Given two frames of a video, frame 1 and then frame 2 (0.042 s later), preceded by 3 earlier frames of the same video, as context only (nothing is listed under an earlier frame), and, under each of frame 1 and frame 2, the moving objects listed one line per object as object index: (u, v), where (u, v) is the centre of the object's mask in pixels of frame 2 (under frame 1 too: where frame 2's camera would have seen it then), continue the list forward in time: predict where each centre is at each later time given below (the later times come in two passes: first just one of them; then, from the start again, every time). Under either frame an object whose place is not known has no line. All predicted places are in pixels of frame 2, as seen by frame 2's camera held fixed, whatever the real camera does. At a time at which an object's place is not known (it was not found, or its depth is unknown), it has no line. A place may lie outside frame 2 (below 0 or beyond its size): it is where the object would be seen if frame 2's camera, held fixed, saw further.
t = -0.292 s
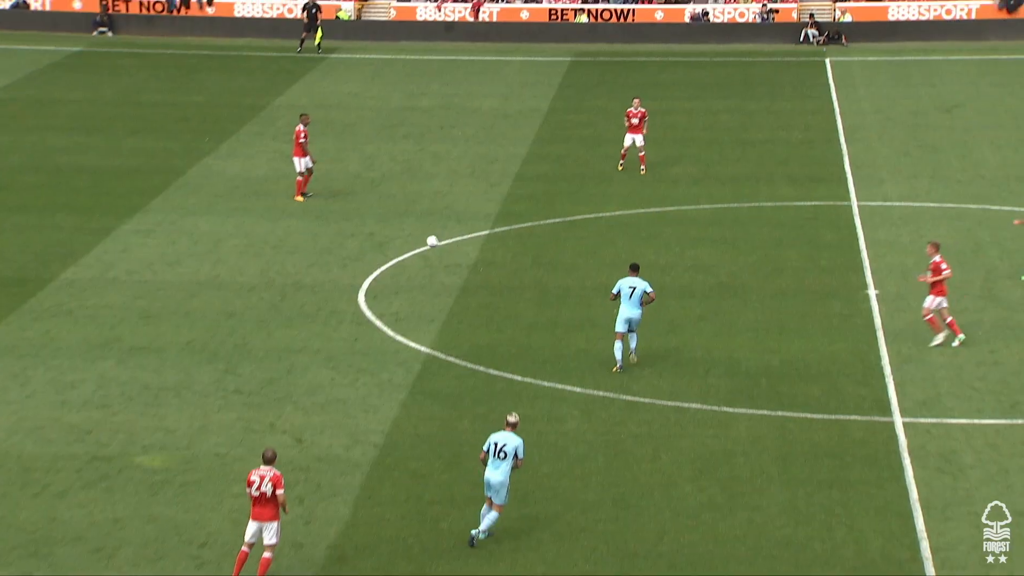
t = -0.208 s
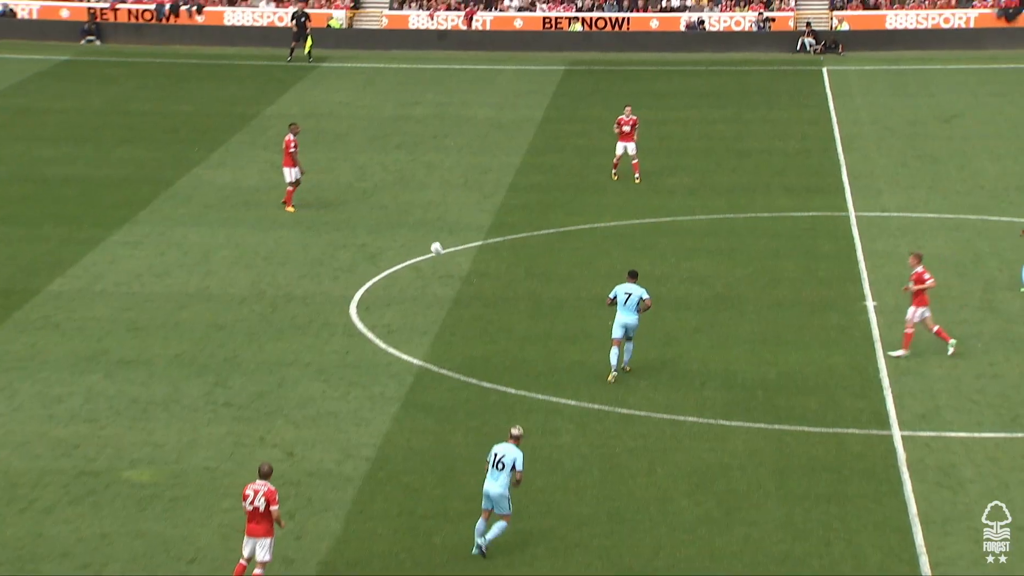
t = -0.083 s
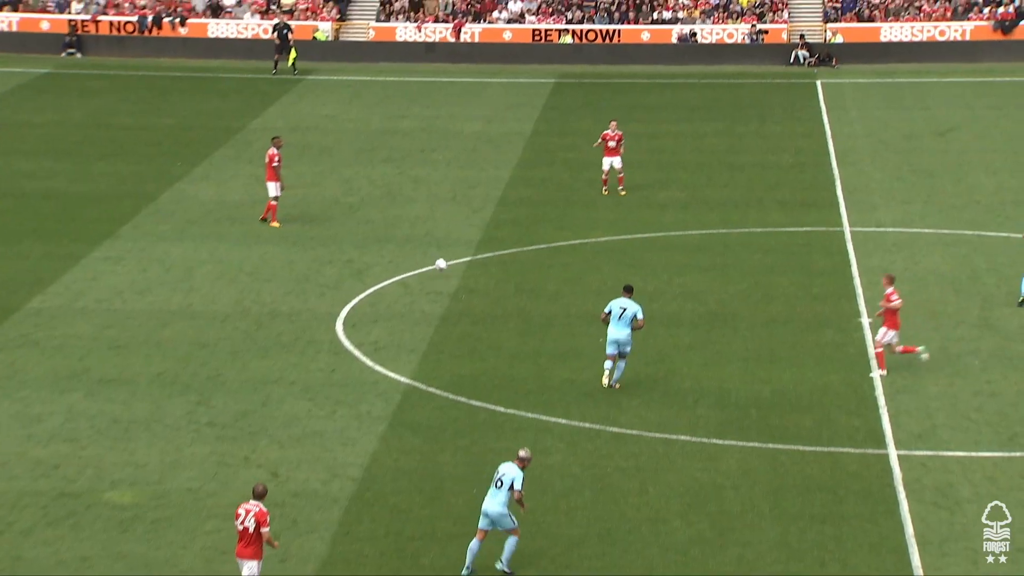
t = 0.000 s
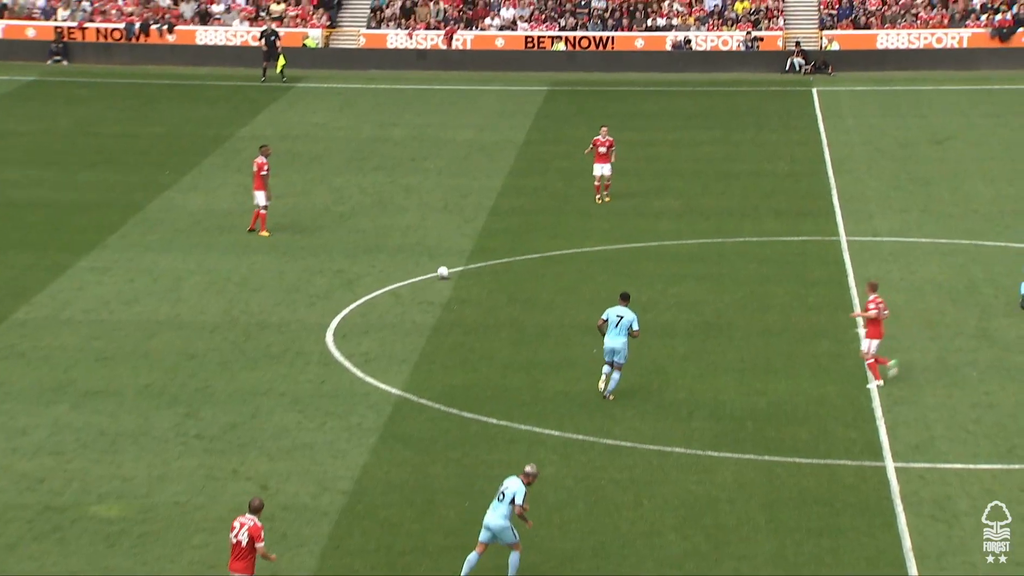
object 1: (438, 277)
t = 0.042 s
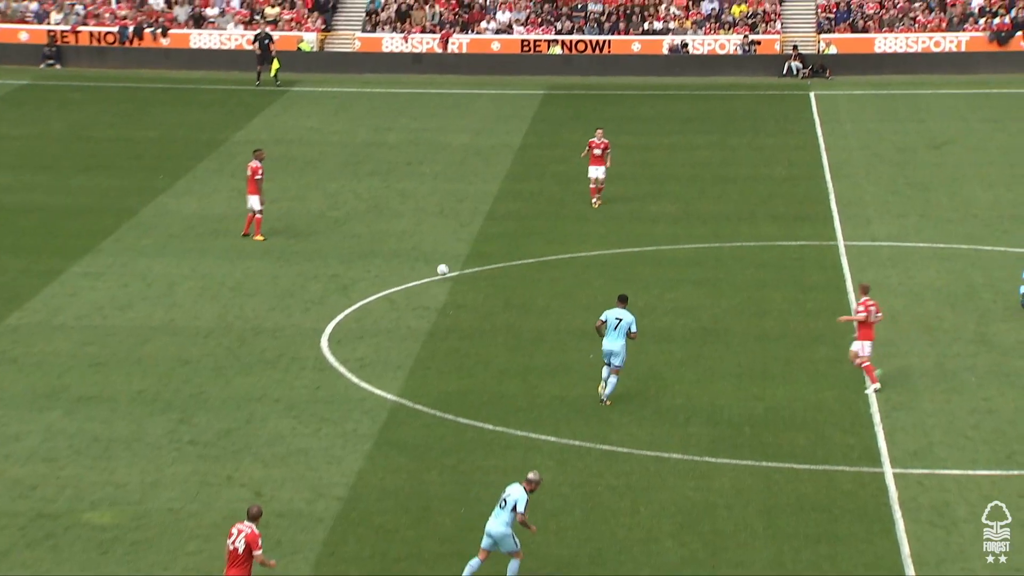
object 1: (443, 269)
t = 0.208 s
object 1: (458, 252)
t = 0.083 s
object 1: (446, 263)
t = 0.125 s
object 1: (451, 259)
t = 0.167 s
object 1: (454, 254)
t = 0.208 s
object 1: (458, 252)
